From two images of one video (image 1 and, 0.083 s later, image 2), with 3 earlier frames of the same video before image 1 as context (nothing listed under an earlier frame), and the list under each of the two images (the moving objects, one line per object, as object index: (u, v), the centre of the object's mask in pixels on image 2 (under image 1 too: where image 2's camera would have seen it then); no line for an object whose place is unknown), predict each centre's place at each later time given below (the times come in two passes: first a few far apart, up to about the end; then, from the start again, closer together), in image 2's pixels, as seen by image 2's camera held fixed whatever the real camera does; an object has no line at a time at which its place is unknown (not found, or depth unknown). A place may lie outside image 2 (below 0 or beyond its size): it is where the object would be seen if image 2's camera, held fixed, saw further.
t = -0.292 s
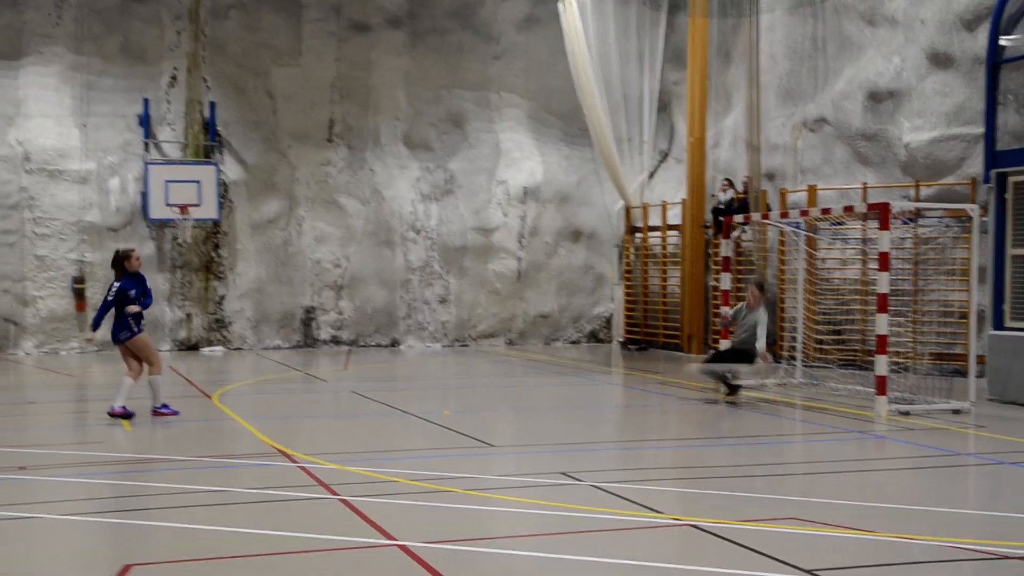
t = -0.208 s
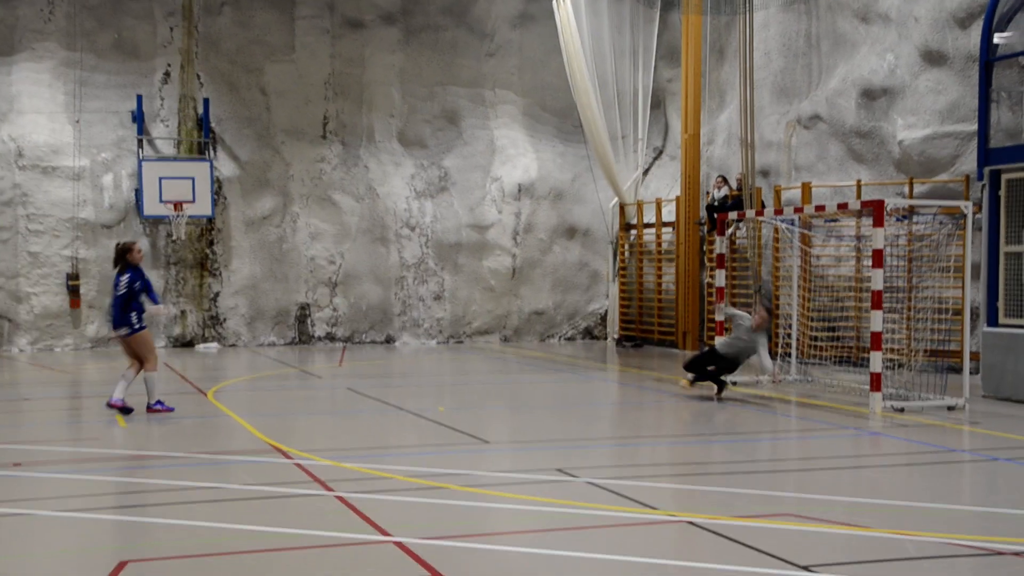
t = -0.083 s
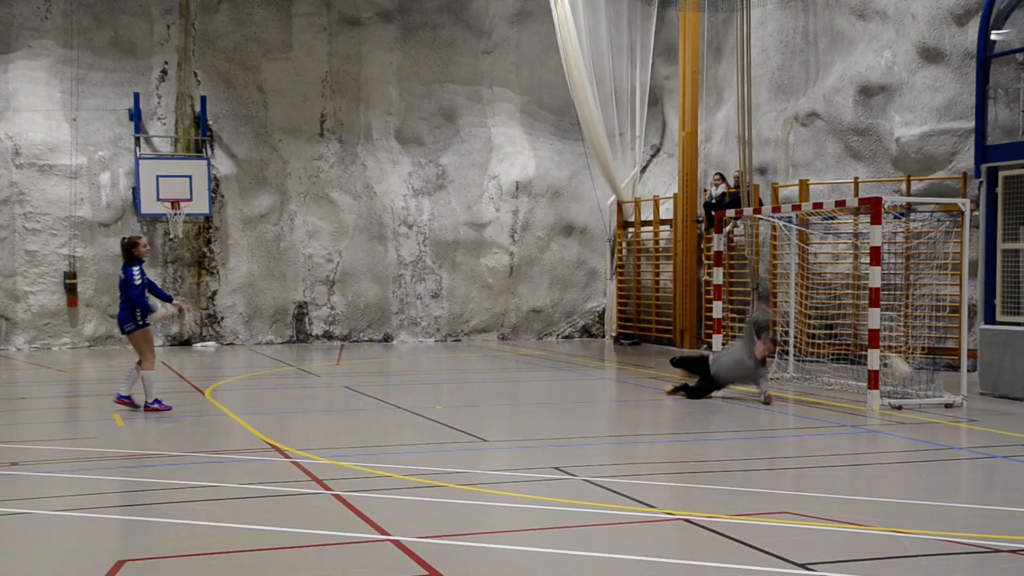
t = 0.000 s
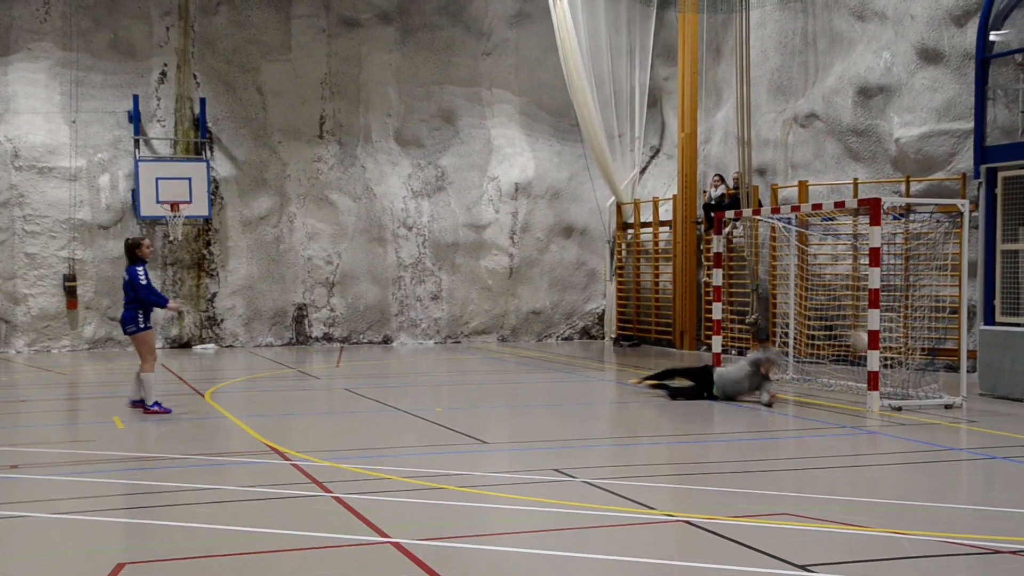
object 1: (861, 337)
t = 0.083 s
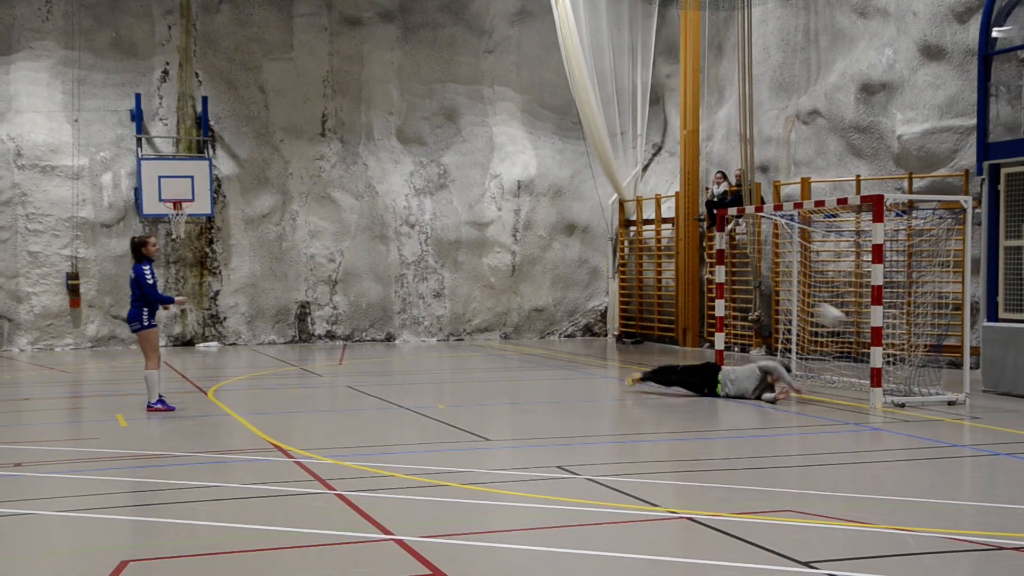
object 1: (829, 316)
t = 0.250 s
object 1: (753, 290)
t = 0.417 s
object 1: (672, 290)
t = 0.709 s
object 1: (509, 365)
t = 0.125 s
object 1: (810, 307)
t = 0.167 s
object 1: (793, 298)
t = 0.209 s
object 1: (773, 293)
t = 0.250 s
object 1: (753, 290)
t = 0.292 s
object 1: (736, 287)
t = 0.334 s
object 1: (713, 286)
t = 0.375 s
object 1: (691, 288)
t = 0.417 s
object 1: (672, 290)
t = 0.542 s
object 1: (603, 309)
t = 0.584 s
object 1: (583, 320)
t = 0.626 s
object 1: (561, 330)
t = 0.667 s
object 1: (533, 347)
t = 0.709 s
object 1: (509, 365)
